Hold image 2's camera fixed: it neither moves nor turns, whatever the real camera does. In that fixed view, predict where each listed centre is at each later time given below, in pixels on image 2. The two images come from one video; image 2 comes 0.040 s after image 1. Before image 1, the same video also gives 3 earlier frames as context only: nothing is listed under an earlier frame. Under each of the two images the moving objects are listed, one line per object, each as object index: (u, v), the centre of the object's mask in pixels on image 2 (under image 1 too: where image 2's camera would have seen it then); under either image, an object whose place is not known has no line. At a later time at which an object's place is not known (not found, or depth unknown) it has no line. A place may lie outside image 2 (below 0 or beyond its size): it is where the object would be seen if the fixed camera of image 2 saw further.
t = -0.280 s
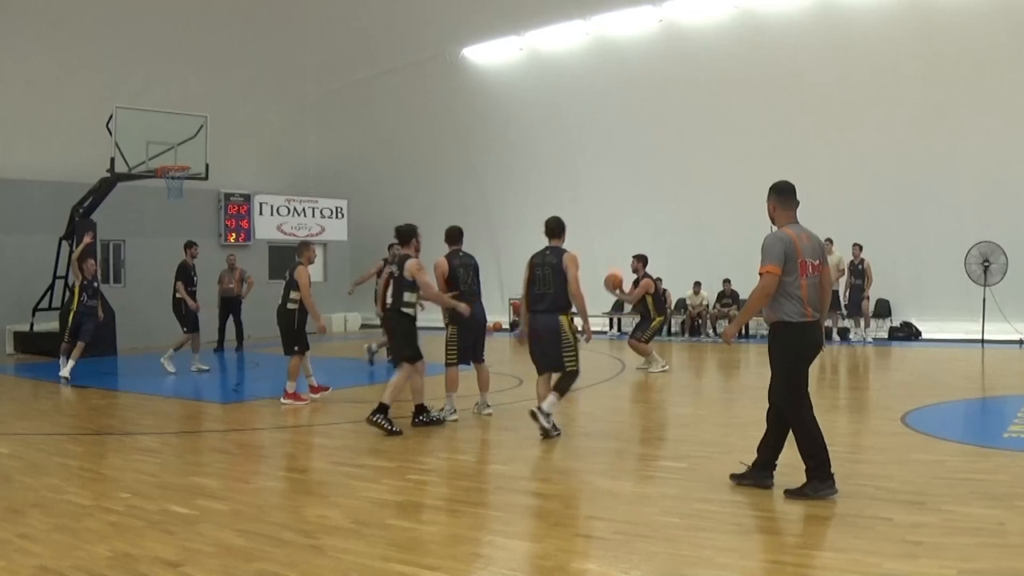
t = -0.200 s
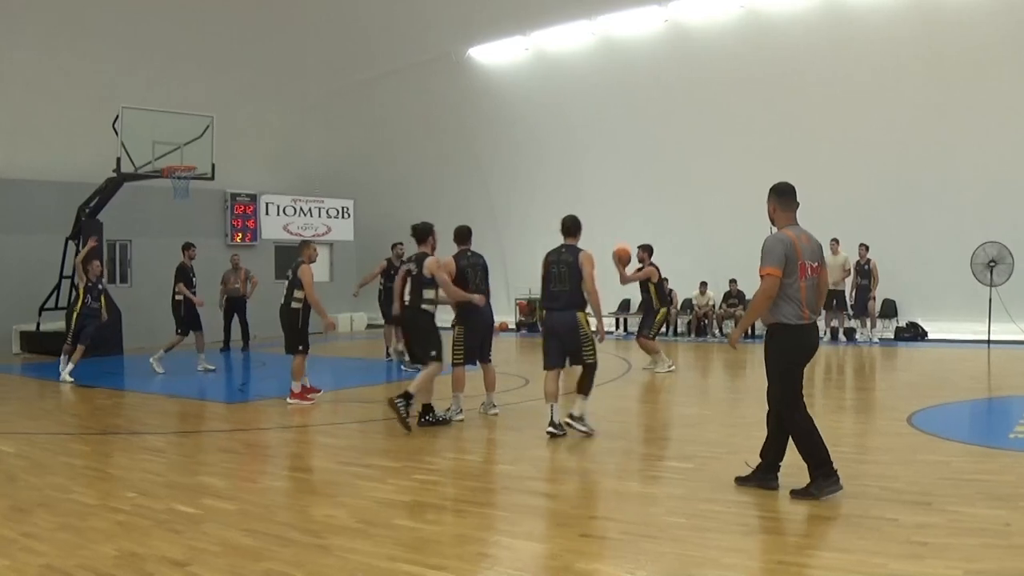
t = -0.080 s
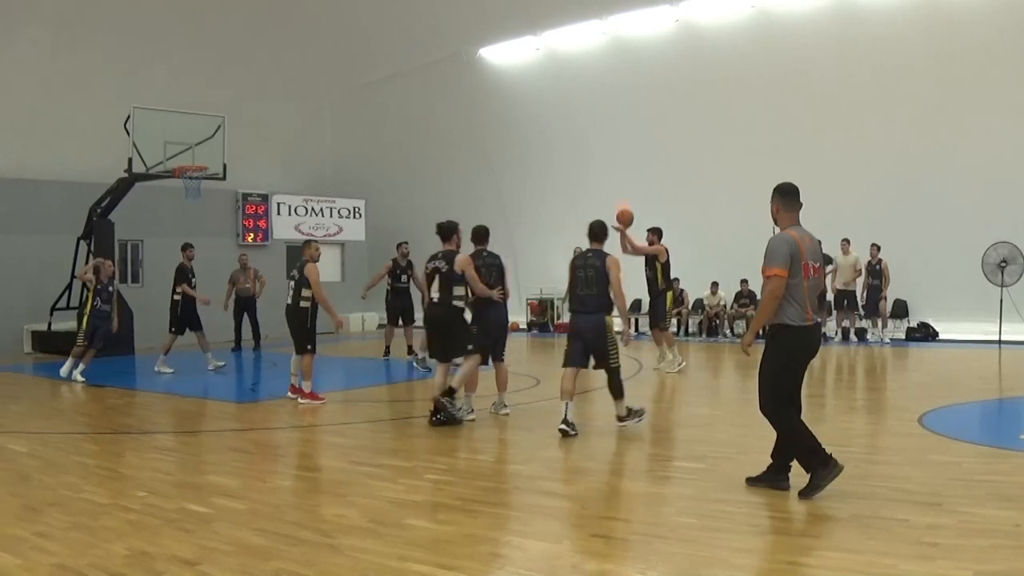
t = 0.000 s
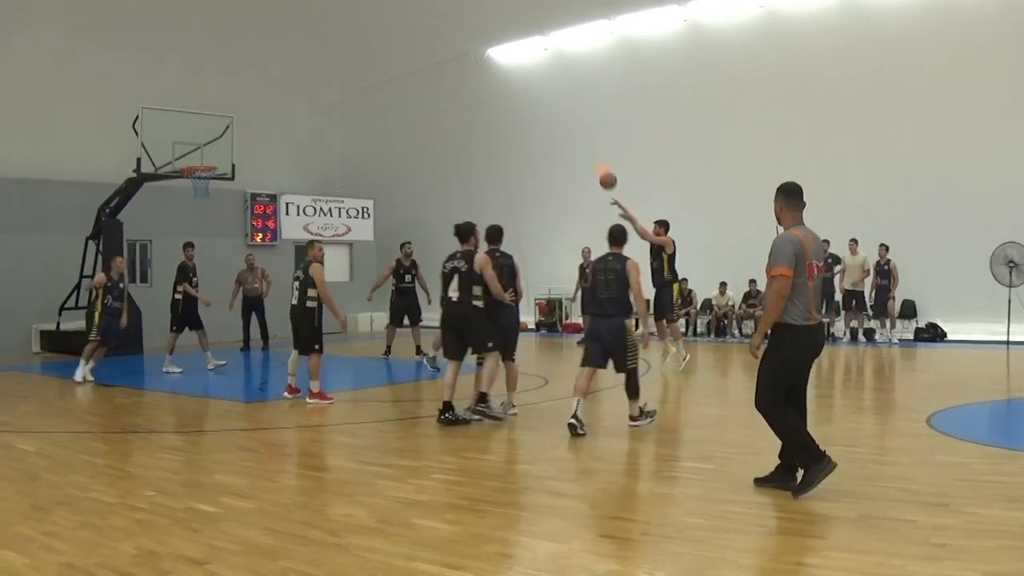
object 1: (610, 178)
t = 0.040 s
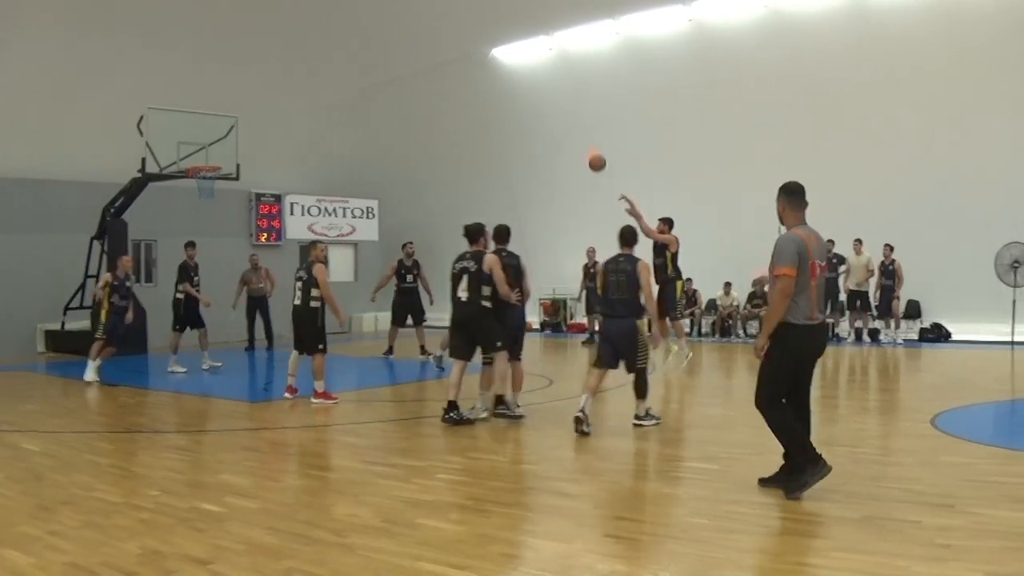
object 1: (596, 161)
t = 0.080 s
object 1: (582, 145)
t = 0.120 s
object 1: (568, 129)
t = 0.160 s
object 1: (556, 118)
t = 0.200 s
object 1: (544, 106)
